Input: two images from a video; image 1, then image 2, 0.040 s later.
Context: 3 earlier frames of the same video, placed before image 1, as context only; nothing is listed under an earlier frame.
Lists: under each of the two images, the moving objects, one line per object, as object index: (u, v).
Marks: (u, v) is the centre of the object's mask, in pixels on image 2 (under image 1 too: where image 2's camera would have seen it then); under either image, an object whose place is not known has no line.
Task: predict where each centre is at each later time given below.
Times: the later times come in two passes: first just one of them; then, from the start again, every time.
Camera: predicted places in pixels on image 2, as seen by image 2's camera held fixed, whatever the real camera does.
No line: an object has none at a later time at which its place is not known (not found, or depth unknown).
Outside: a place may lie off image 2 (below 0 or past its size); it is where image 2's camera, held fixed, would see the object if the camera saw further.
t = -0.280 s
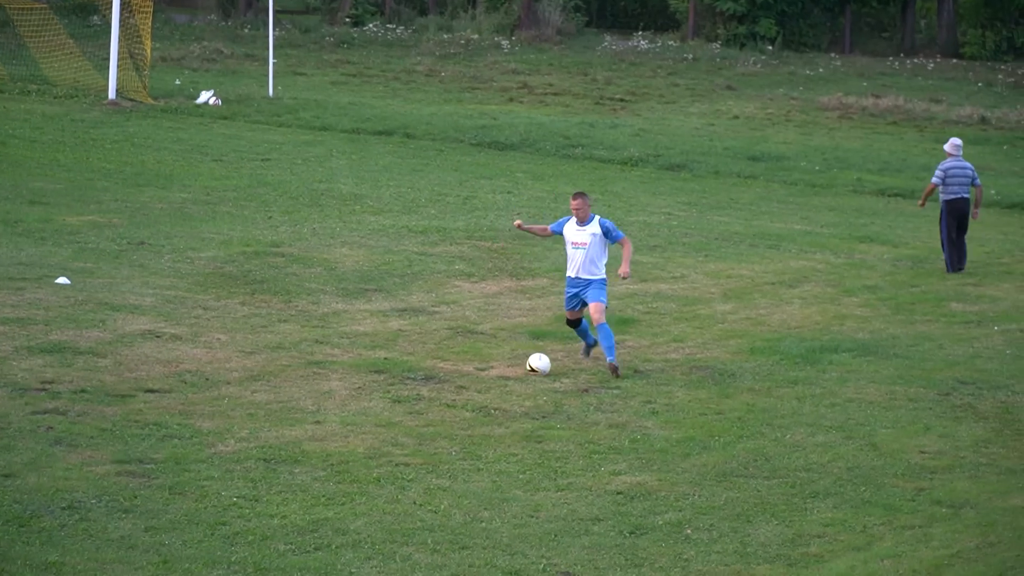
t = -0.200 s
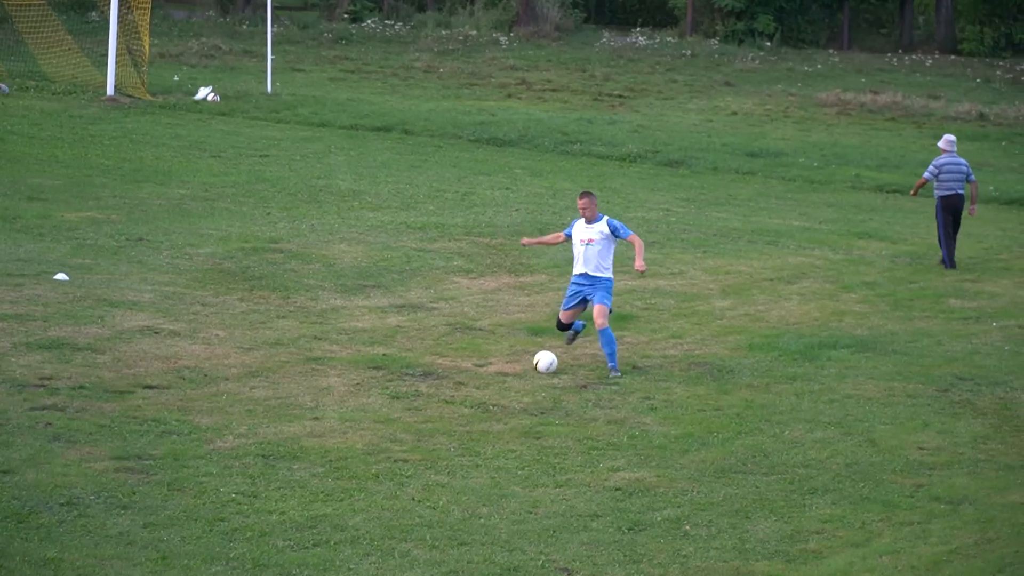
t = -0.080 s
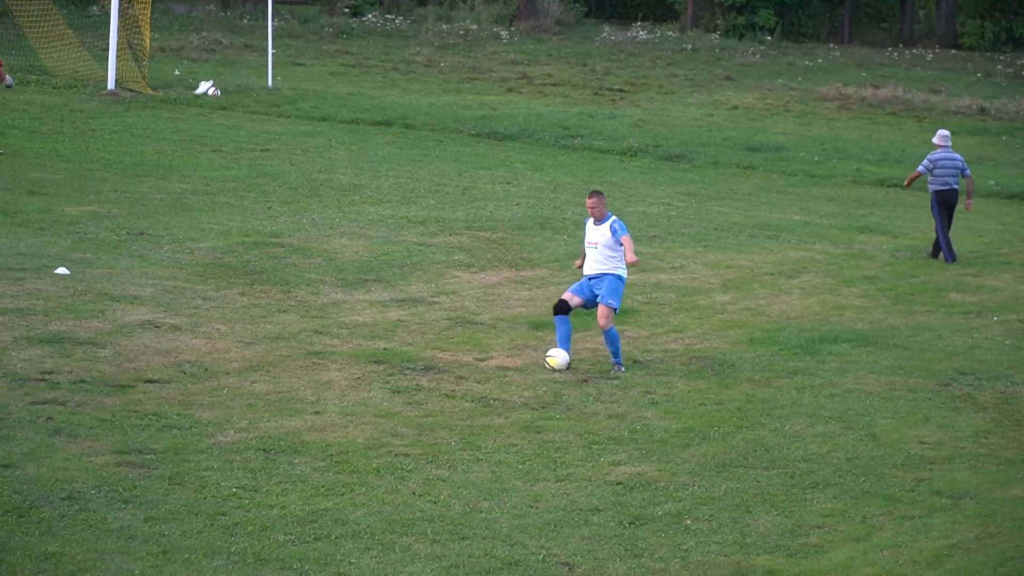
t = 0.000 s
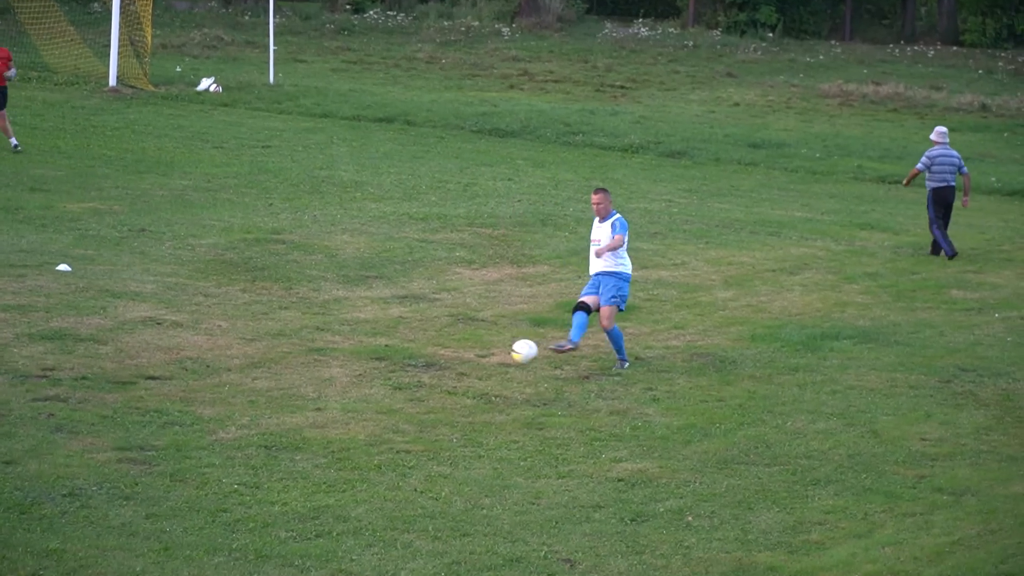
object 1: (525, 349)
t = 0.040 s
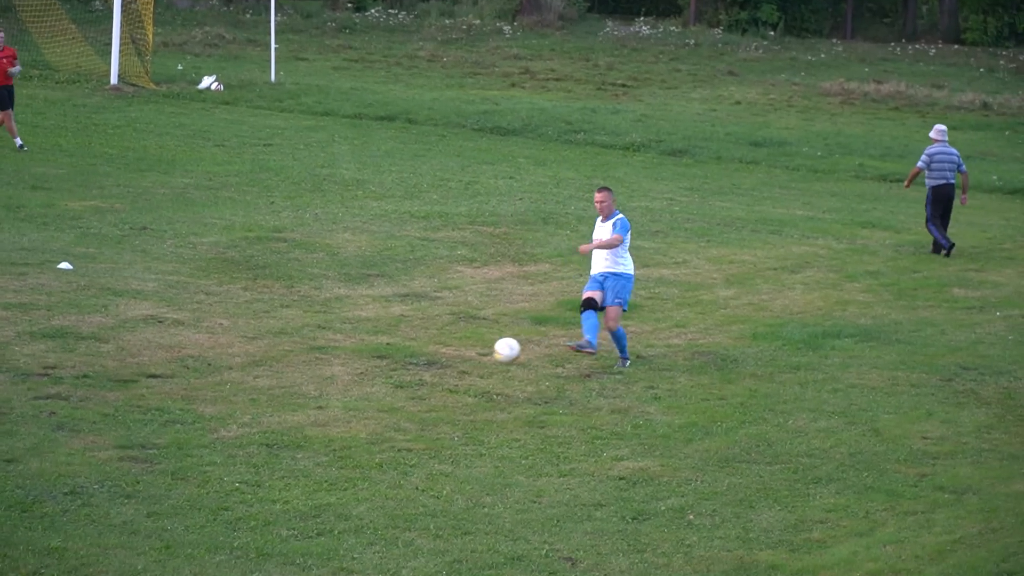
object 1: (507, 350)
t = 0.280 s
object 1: (368, 405)
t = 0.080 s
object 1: (487, 352)
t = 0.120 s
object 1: (466, 358)
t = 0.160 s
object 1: (444, 366)
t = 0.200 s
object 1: (420, 376)
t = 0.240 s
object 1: (394, 389)
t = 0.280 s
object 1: (368, 405)
